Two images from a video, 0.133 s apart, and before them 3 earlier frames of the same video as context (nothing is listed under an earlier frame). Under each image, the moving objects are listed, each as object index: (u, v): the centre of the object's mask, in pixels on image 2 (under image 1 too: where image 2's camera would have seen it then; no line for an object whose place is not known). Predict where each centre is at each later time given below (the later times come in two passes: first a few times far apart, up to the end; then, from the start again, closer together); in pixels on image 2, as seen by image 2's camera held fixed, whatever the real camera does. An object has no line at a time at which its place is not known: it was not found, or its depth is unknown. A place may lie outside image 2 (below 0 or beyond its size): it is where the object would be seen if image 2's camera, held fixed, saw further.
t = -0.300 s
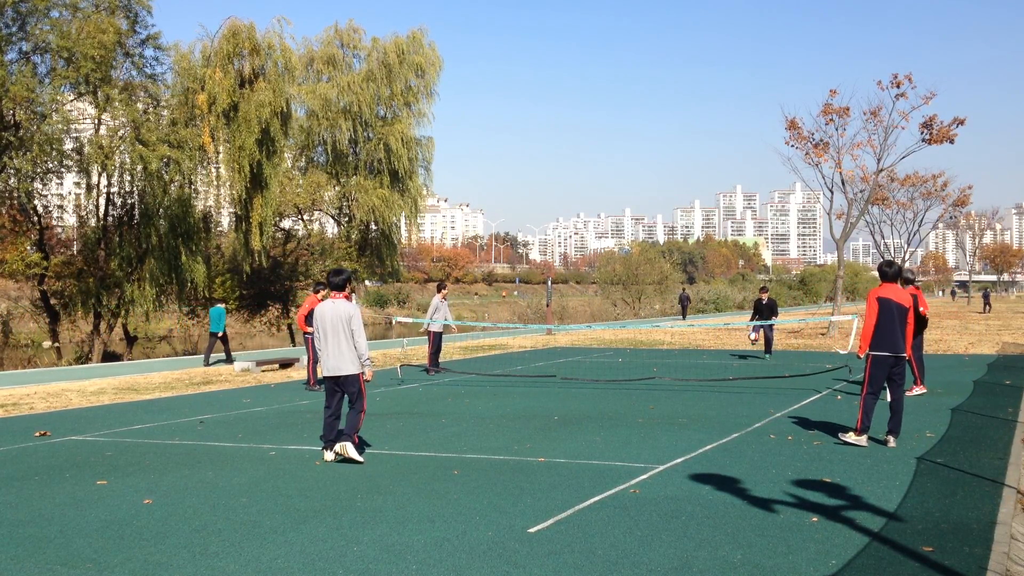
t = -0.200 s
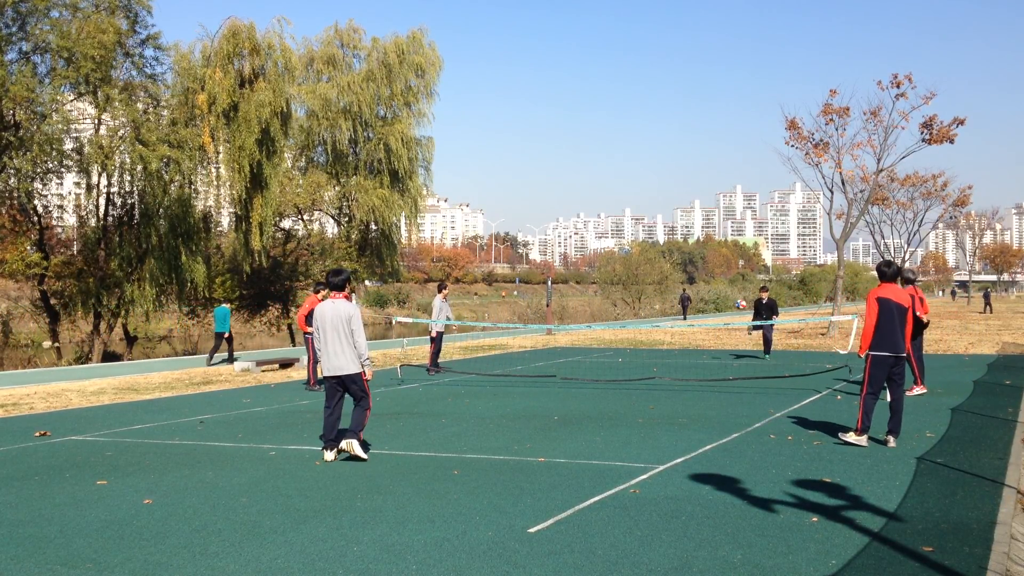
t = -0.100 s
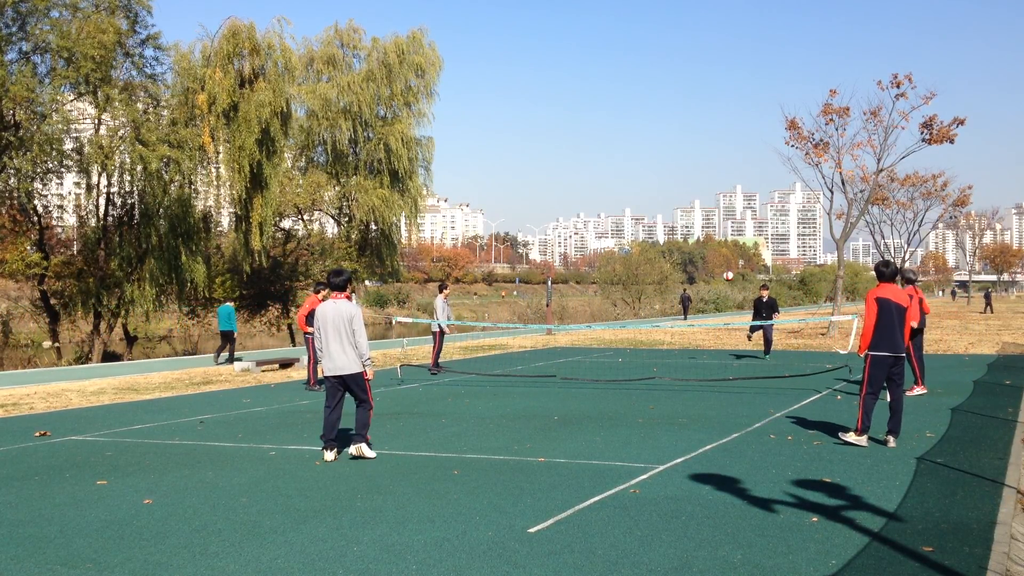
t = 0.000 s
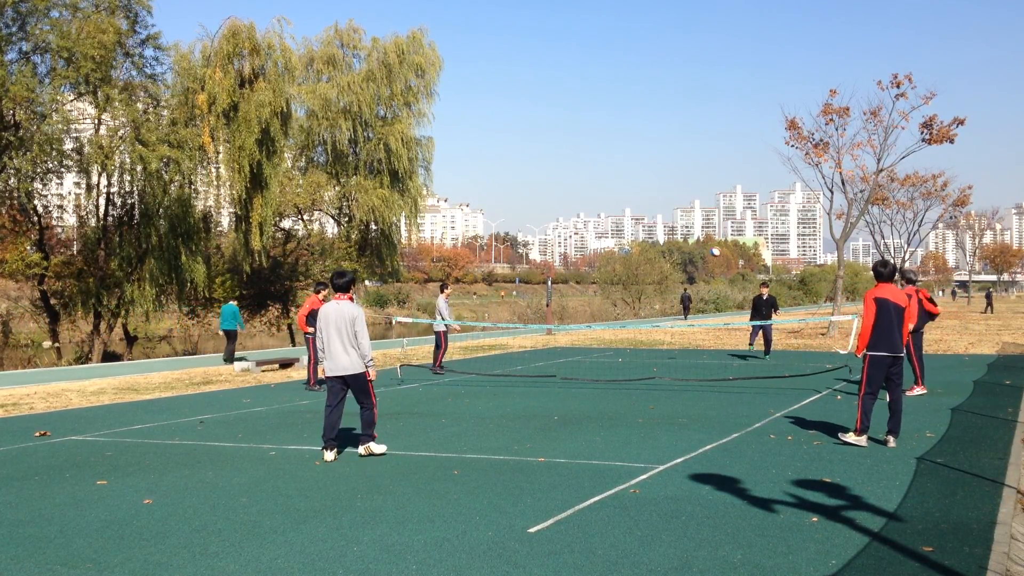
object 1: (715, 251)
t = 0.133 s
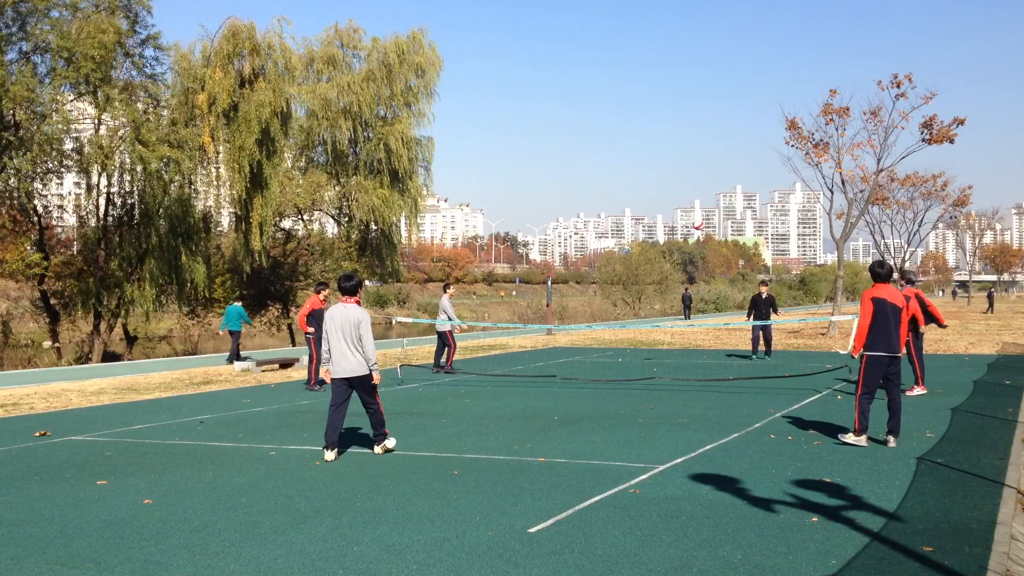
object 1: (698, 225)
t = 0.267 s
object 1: (680, 205)
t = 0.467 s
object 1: (650, 194)
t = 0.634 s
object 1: (623, 201)
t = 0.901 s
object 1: (576, 252)
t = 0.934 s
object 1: (570, 262)
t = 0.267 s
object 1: (680, 205)
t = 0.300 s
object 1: (675, 202)
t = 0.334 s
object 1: (670, 199)
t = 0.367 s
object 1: (666, 197)
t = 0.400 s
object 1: (661, 195)
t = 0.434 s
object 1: (655, 194)
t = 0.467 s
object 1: (650, 194)
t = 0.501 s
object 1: (645, 194)
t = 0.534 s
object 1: (640, 195)
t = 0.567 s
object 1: (634, 196)
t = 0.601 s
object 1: (629, 198)
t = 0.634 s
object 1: (623, 201)
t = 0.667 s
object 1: (617, 205)
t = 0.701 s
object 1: (612, 209)
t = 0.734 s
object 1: (605, 214)
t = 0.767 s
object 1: (600, 220)
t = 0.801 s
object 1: (594, 227)
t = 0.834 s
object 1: (588, 234)
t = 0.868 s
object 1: (582, 243)
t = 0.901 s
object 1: (576, 252)
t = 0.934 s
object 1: (570, 262)
